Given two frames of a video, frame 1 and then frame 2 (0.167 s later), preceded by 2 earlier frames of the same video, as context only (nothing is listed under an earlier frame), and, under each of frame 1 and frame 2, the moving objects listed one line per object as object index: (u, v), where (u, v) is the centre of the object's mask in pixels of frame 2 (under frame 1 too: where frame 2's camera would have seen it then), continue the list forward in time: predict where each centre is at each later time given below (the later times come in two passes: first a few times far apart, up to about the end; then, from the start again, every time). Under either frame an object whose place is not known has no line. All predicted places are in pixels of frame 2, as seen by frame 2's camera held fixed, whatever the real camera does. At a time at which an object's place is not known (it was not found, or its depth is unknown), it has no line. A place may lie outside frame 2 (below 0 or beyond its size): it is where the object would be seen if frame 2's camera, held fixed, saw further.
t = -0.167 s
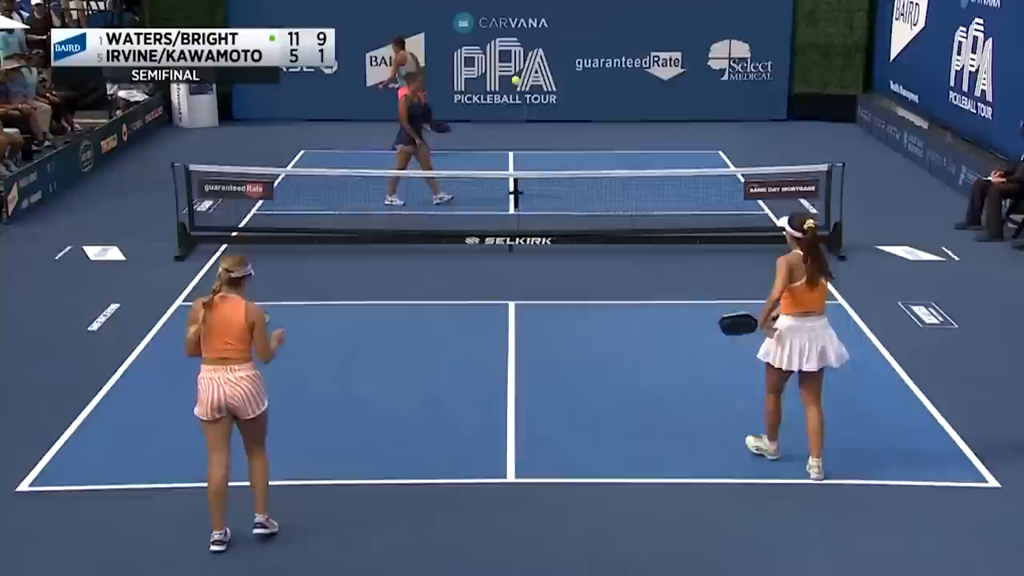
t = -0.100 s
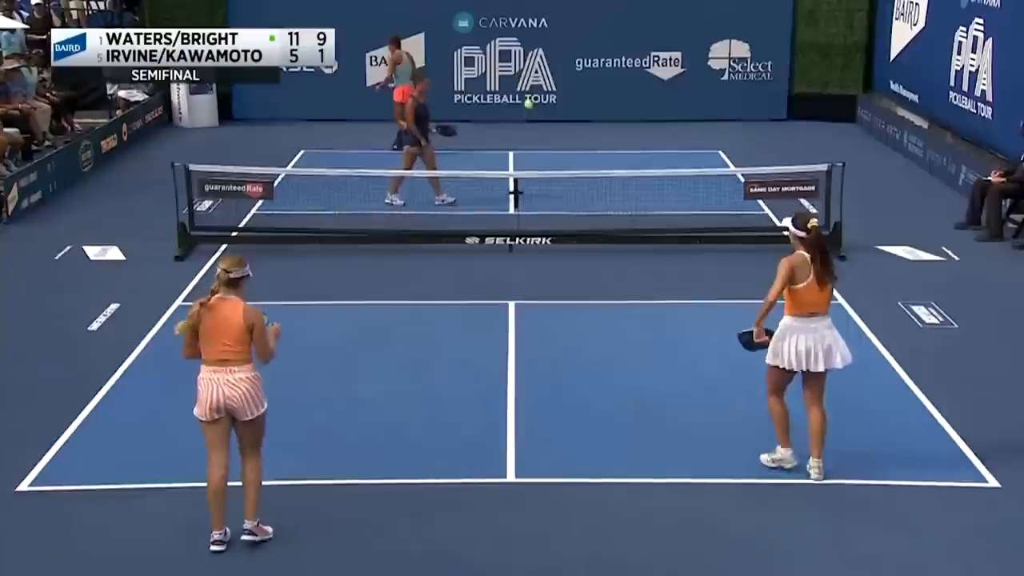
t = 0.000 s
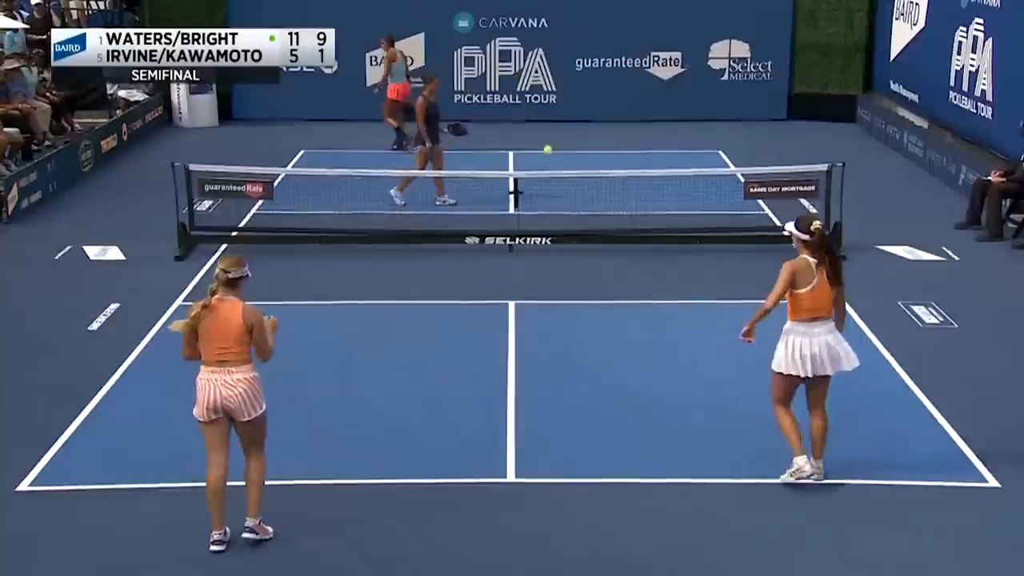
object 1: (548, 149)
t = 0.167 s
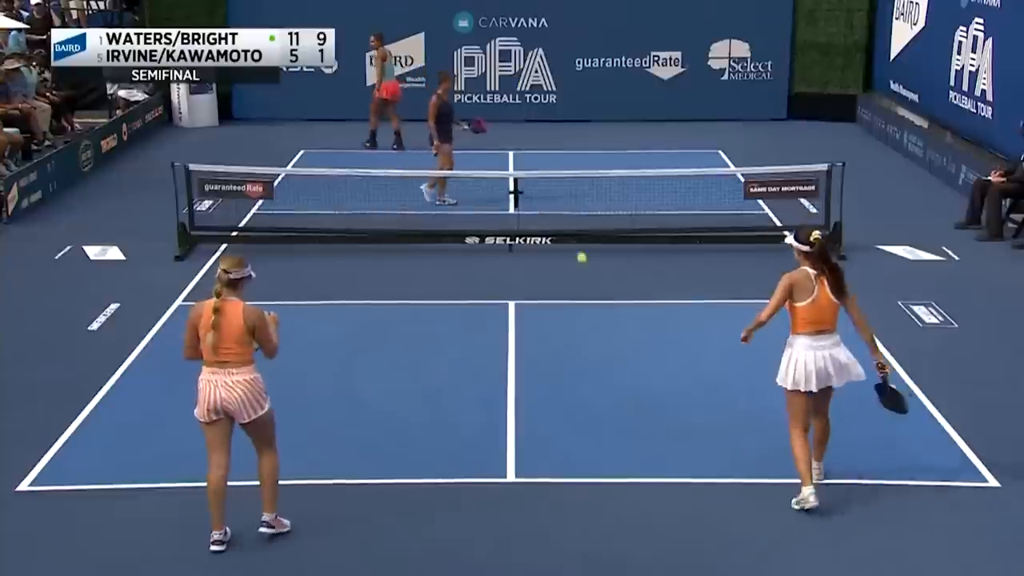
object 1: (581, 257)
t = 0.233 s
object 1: (596, 310)
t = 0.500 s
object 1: (651, 310)
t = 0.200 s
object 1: (588, 282)
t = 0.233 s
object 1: (596, 310)
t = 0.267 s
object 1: (603, 338)
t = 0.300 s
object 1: (609, 359)
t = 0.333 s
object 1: (616, 347)
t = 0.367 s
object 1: (623, 337)
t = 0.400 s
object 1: (630, 329)
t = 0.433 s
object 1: (637, 321)
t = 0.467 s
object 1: (644, 315)
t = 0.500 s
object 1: (651, 310)
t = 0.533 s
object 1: (658, 306)
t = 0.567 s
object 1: (666, 304)
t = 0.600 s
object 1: (673, 304)
